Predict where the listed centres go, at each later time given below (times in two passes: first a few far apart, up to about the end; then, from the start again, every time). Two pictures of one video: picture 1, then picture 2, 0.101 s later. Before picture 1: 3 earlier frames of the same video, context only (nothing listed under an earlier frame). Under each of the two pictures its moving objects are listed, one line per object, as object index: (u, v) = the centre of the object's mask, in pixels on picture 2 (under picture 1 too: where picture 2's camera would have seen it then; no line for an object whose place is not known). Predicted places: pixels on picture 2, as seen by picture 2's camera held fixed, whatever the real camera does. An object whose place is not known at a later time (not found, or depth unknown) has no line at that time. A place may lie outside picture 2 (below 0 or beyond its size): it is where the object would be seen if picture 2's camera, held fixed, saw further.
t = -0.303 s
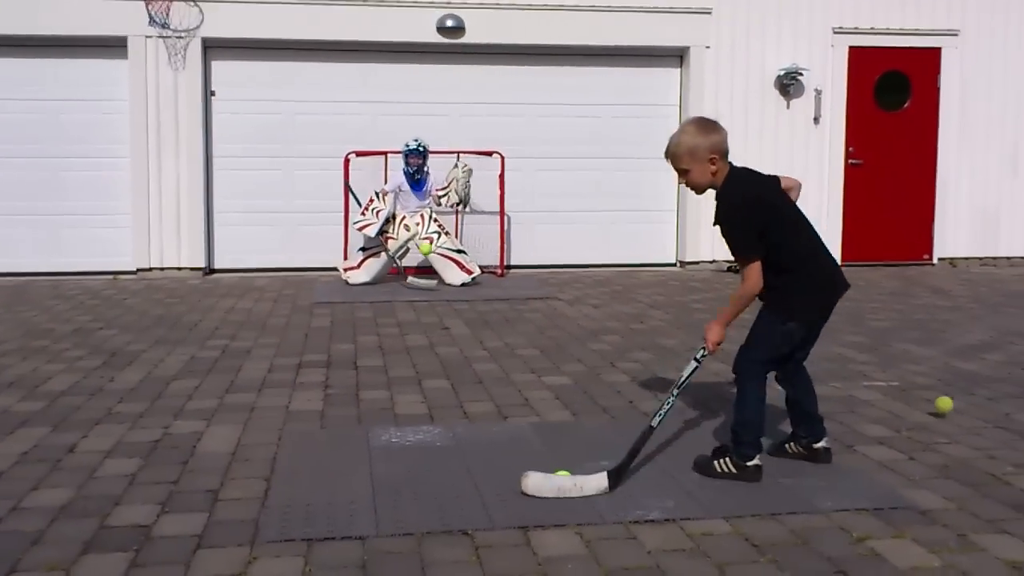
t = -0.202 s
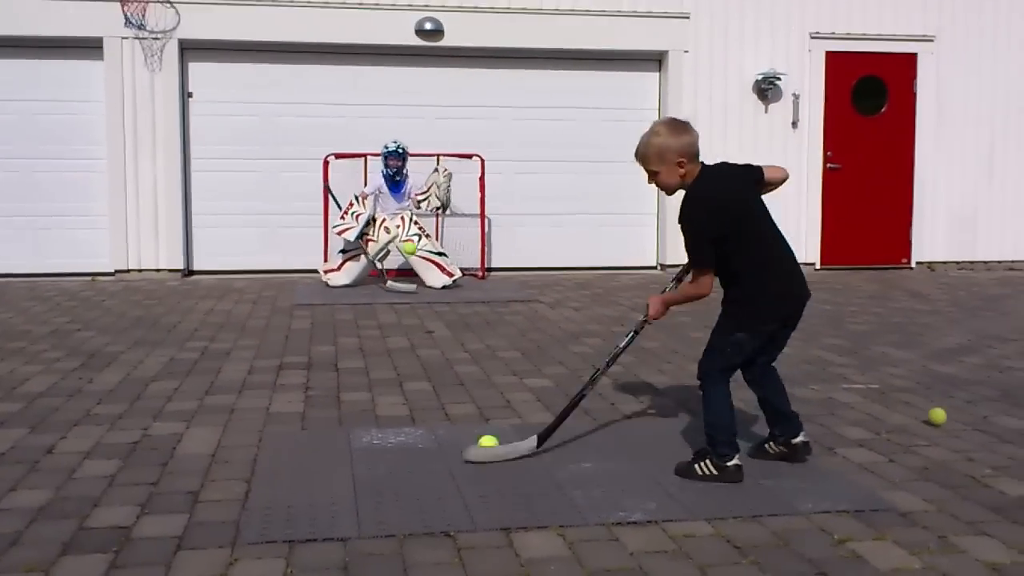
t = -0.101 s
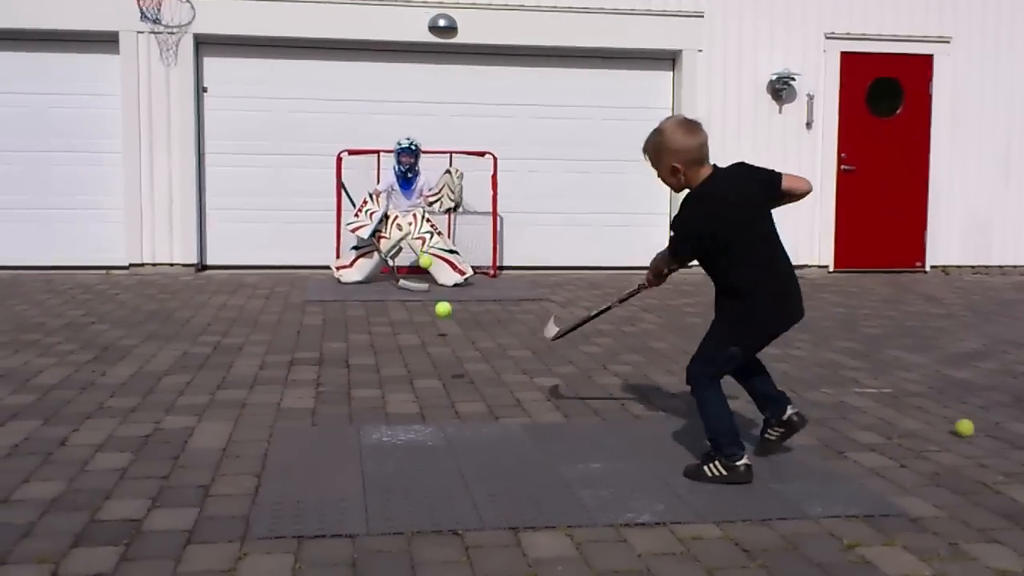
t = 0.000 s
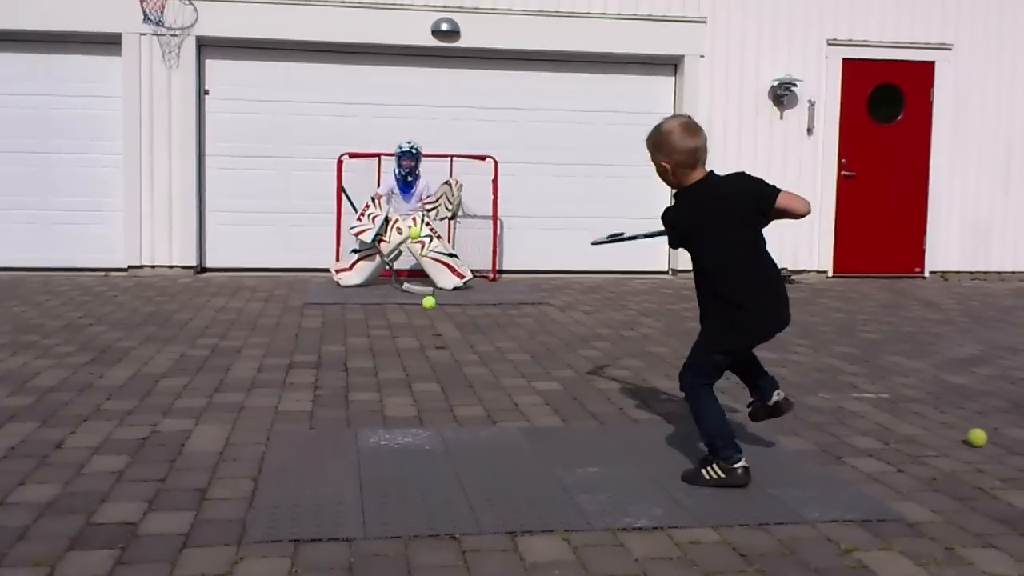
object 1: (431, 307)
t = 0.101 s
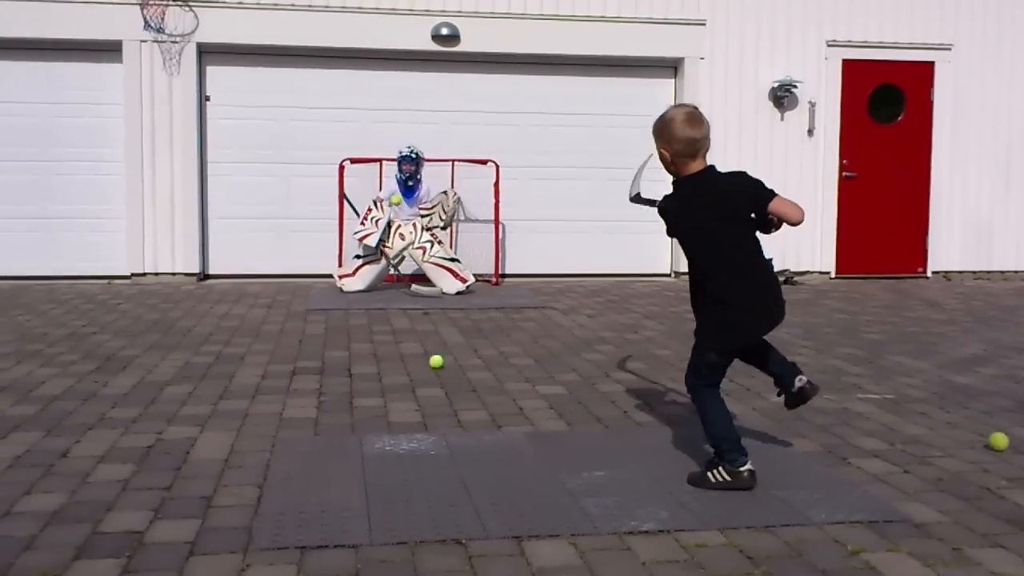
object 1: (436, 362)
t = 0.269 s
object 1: (440, 309)
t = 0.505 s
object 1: (445, 329)
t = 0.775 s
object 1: (451, 337)
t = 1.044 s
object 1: (458, 369)
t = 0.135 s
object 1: (437, 346)
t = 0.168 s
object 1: (438, 334)
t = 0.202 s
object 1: (438, 323)
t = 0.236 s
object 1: (439, 315)
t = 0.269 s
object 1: (440, 309)
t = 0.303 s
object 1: (440, 305)
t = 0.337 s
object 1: (441, 303)
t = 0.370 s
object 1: (442, 304)
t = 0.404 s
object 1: (443, 307)
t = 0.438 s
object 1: (444, 312)
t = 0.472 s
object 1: (445, 319)
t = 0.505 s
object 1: (445, 329)
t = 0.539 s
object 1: (446, 341)
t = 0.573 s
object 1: (447, 356)
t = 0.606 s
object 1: (448, 372)
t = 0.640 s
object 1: (449, 360)
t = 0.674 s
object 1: (449, 351)
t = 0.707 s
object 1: (450, 344)
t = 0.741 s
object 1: (451, 339)
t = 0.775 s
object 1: (451, 337)
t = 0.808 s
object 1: (452, 337)
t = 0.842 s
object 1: (453, 339)
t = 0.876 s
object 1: (454, 343)
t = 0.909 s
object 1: (454, 350)
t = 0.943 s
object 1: (455, 360)
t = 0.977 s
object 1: (456, 373)
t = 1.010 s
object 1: (457, 378)
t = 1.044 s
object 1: (458, 369)
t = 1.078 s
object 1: (459, 364)
